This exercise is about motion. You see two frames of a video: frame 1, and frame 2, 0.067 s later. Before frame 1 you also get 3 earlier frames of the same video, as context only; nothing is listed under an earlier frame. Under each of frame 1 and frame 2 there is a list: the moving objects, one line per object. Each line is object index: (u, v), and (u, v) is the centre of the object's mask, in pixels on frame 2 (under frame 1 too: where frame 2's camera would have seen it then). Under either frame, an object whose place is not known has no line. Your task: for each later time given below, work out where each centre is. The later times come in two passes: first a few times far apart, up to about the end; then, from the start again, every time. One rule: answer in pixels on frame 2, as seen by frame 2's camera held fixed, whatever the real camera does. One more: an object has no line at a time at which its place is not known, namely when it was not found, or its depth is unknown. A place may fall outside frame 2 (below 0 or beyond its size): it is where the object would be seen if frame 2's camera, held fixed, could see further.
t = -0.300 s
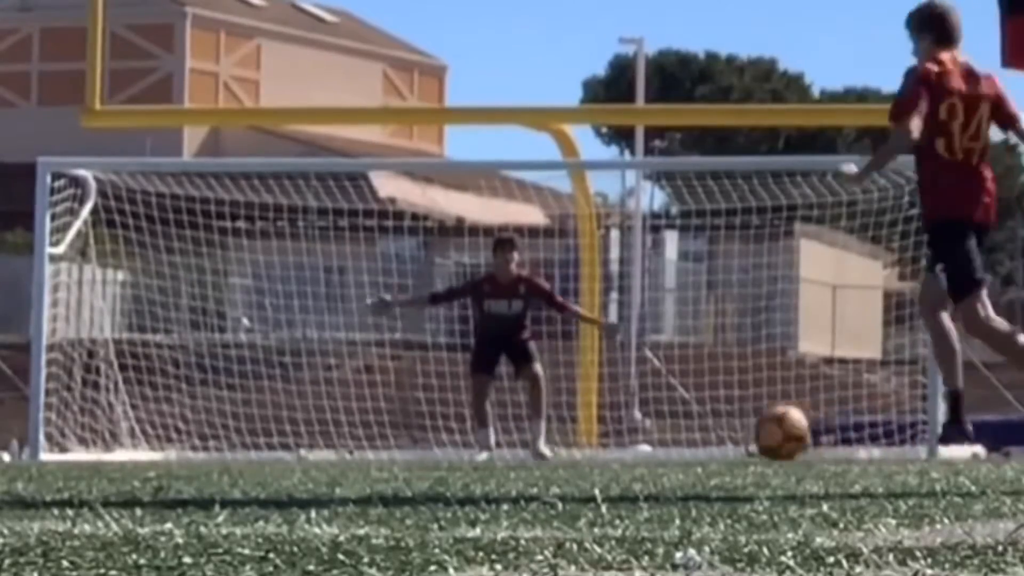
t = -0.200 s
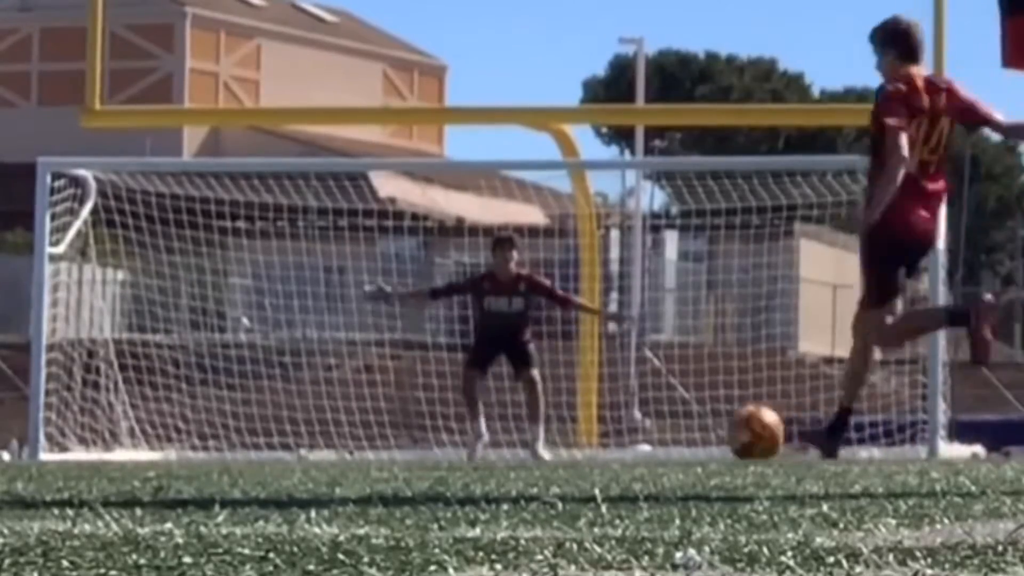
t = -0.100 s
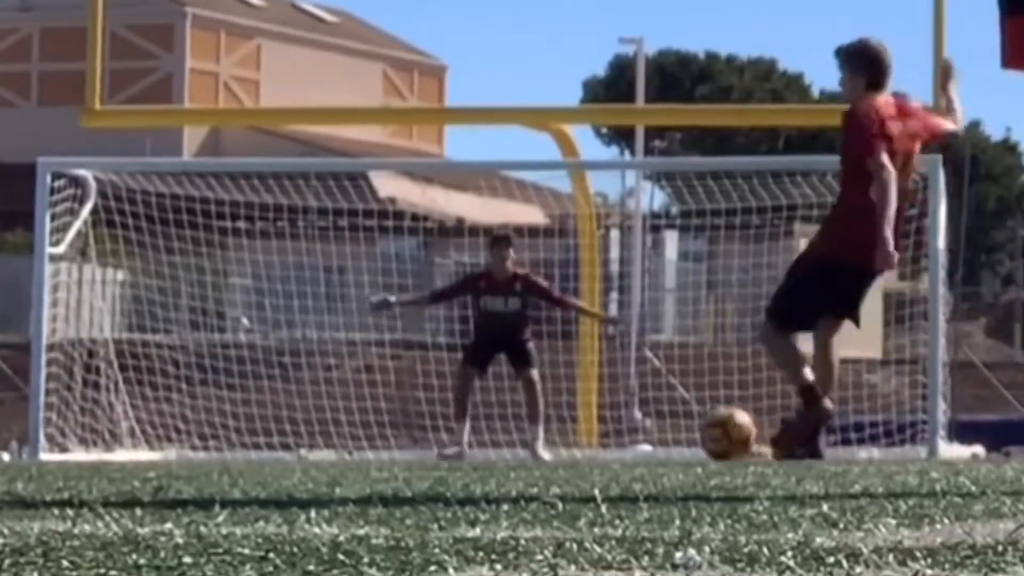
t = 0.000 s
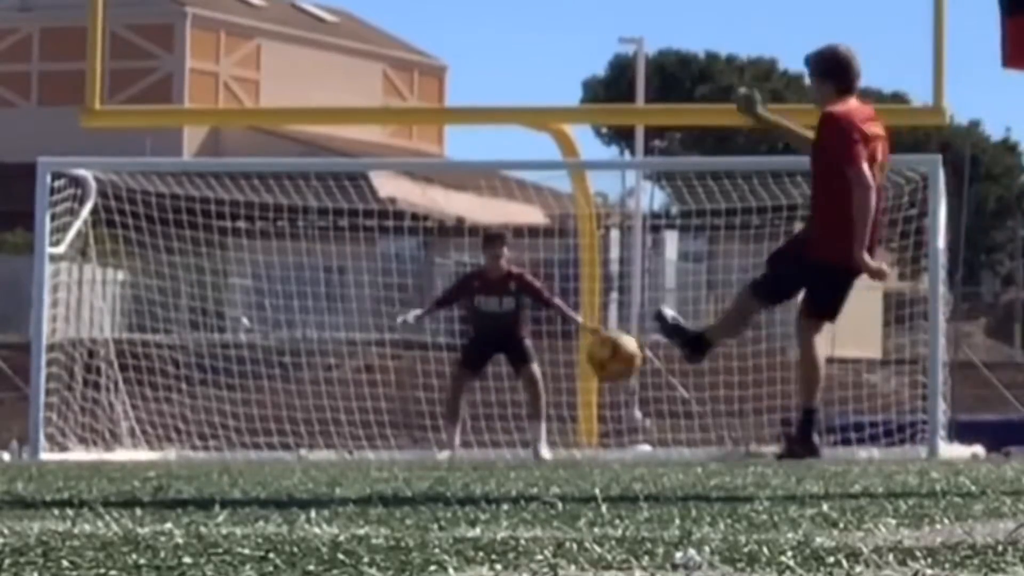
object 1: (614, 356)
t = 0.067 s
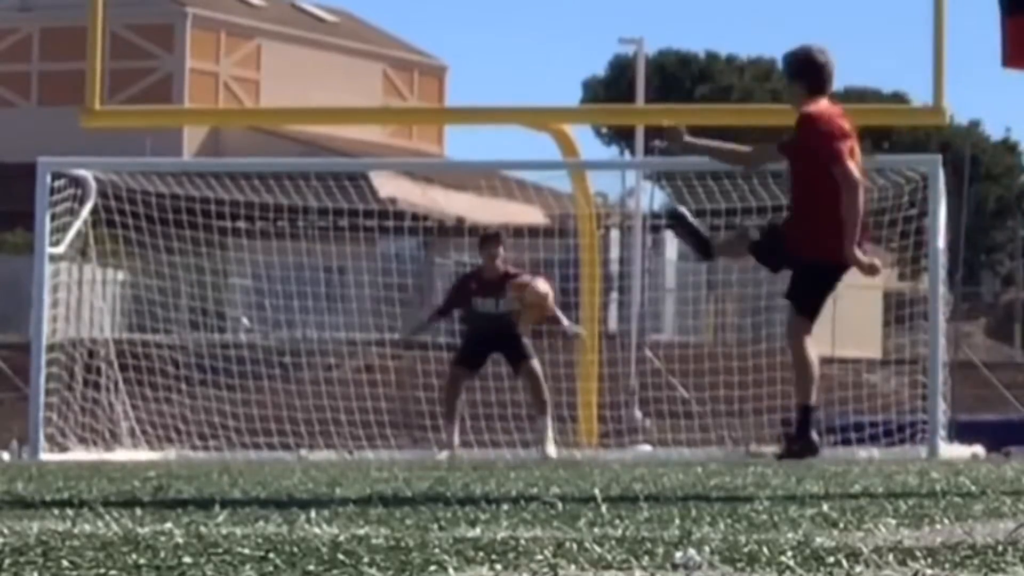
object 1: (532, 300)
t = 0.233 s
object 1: (365, 215)
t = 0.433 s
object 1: (227, 186)
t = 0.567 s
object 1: (162, 197)
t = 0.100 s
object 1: (493, 276)
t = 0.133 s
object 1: (458, 256)
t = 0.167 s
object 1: (424, 240)
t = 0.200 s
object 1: (392, 224)
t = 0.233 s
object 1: (365, 215)
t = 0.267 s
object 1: (337, 203)
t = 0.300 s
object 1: (310, 194)
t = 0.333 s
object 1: (290, 189)
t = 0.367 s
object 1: (267, 187)
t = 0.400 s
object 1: (244, 185)
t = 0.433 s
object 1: (227, 186)
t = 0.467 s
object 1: (207, 186)
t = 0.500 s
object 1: (193, 189)
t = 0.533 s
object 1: (175, 193)
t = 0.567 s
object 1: (162, 197)
